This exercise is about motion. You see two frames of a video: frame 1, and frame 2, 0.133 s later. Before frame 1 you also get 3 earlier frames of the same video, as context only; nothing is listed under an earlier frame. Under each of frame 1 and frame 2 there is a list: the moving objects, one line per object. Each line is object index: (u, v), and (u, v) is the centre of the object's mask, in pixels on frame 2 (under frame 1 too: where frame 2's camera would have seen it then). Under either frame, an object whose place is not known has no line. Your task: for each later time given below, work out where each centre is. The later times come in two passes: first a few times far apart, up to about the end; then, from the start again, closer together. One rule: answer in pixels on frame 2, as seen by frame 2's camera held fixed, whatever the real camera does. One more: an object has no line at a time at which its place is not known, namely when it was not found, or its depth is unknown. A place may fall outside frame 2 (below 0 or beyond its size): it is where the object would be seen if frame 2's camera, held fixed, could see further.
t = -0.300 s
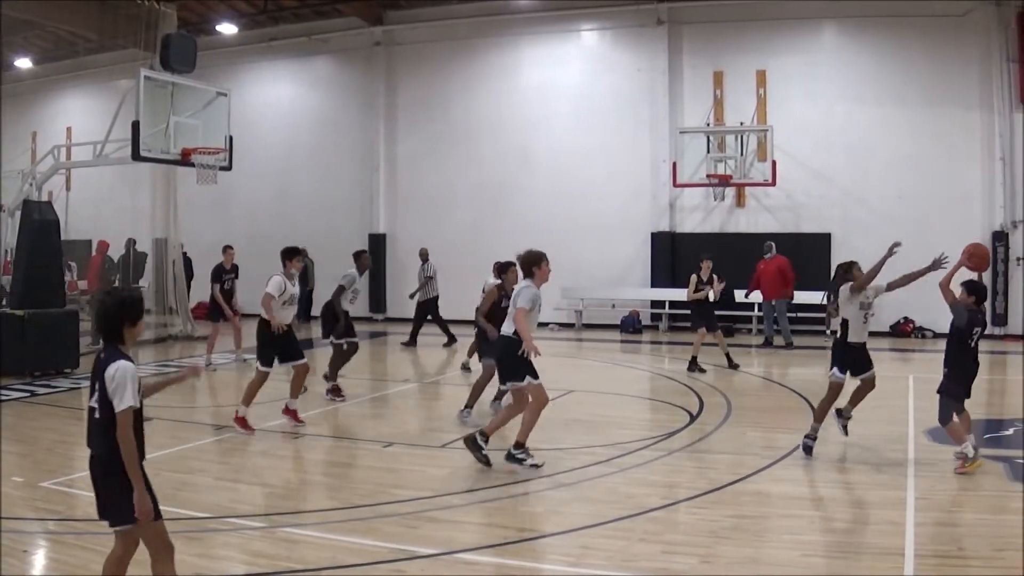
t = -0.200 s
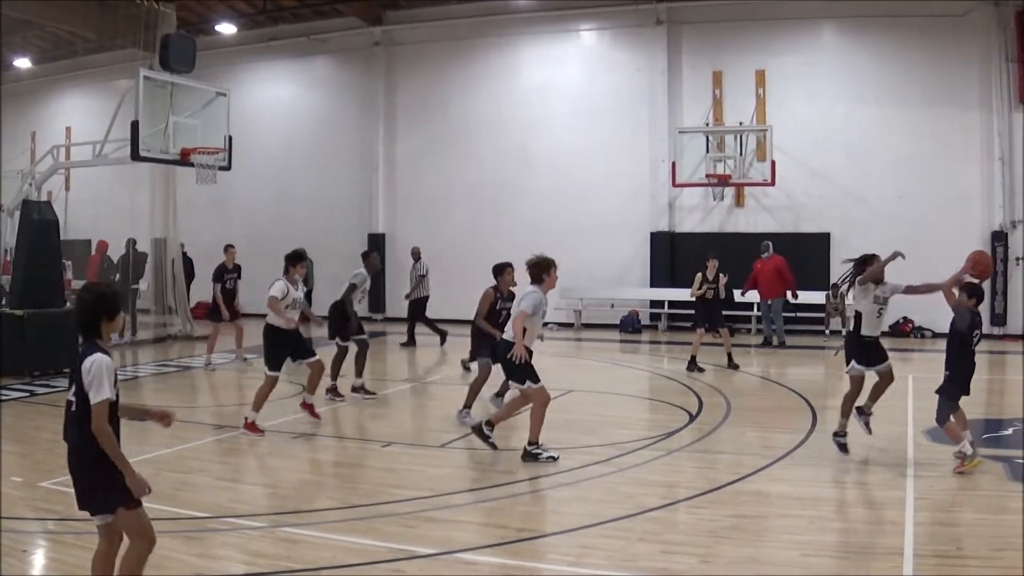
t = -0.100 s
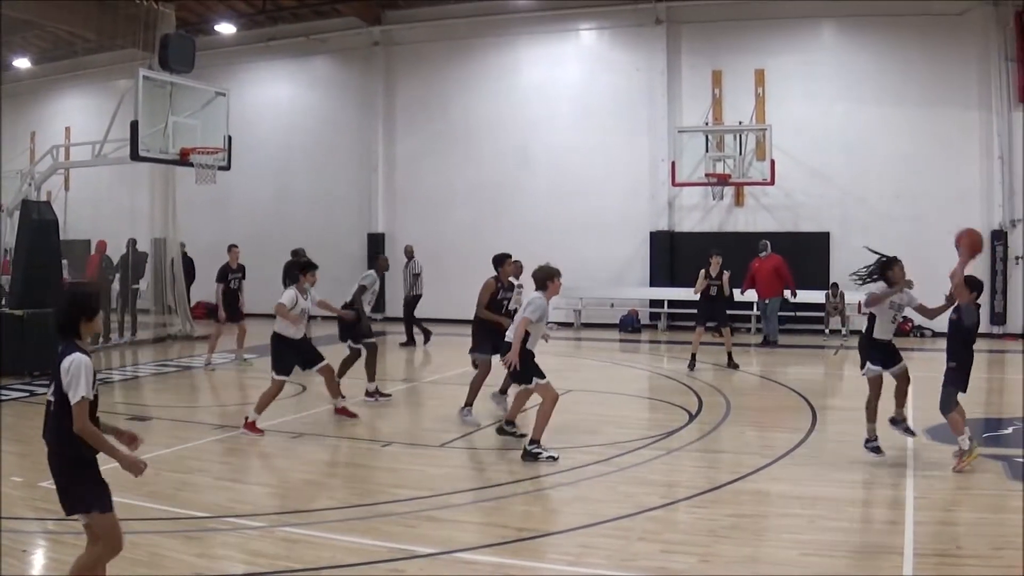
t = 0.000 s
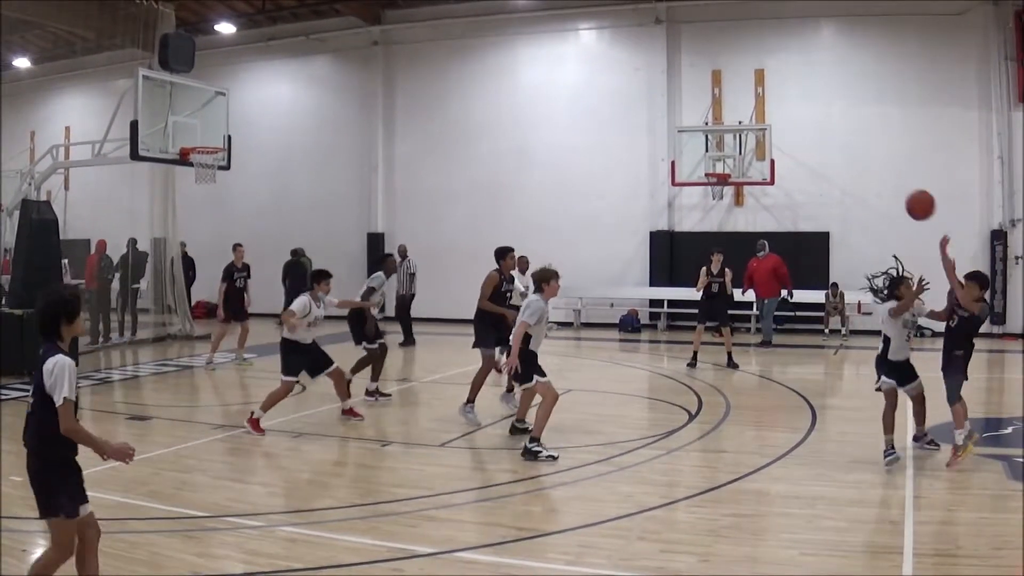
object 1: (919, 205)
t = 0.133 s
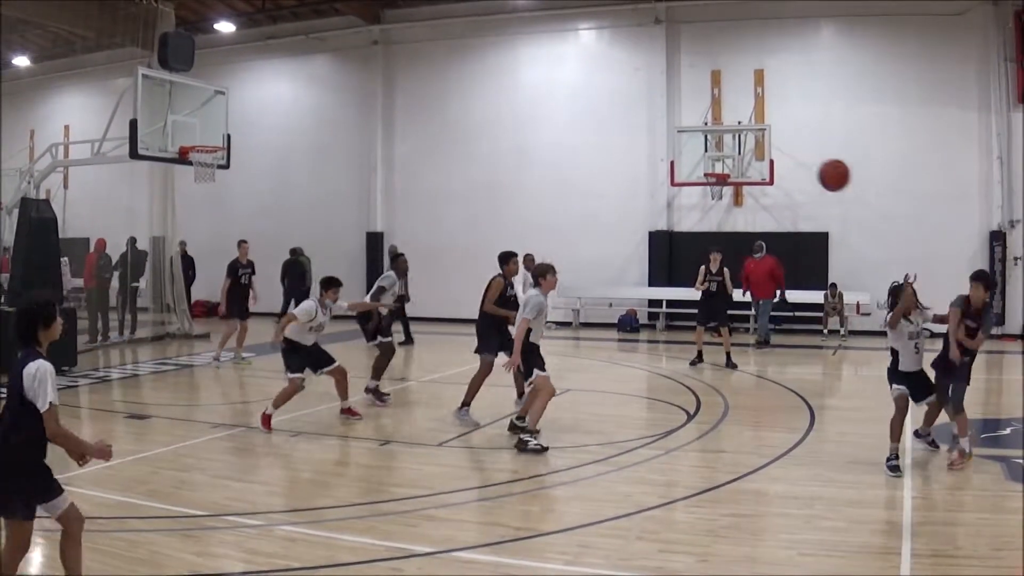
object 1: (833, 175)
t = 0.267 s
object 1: (735, 167)
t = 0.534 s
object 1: (501, 227)
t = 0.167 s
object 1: (811, 170)
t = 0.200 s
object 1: (786, 168)
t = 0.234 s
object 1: (762, 166)
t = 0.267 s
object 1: (735, 167)
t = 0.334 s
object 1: (681, 171)
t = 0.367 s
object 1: (653, 175)
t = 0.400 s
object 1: (624, 182)
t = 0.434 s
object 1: (594, 190)
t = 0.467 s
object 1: (564, 200)
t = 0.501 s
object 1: (533, 212)
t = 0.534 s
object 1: (501, 227)
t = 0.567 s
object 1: (469, 244)
